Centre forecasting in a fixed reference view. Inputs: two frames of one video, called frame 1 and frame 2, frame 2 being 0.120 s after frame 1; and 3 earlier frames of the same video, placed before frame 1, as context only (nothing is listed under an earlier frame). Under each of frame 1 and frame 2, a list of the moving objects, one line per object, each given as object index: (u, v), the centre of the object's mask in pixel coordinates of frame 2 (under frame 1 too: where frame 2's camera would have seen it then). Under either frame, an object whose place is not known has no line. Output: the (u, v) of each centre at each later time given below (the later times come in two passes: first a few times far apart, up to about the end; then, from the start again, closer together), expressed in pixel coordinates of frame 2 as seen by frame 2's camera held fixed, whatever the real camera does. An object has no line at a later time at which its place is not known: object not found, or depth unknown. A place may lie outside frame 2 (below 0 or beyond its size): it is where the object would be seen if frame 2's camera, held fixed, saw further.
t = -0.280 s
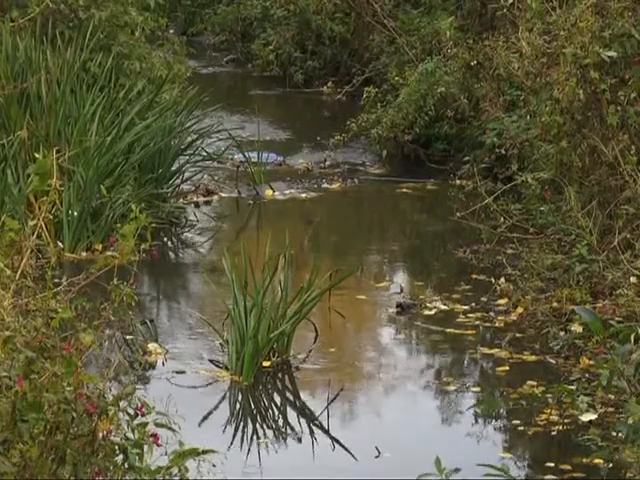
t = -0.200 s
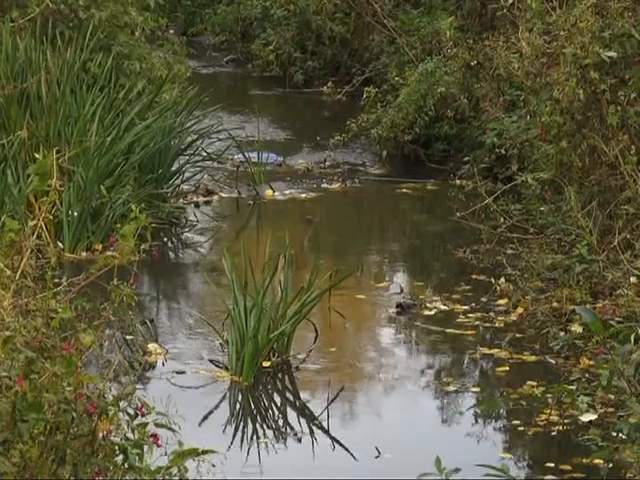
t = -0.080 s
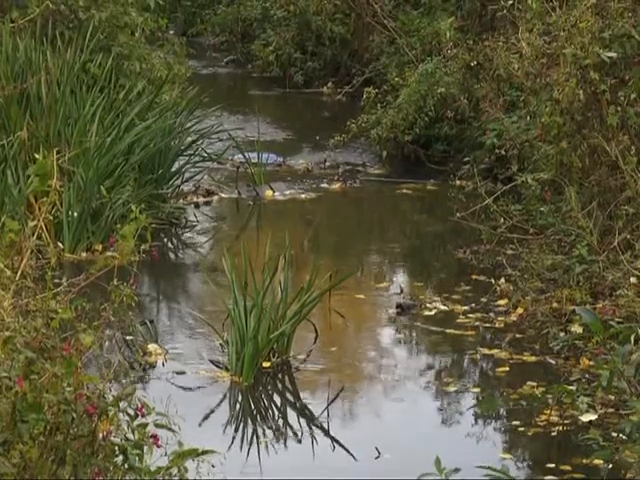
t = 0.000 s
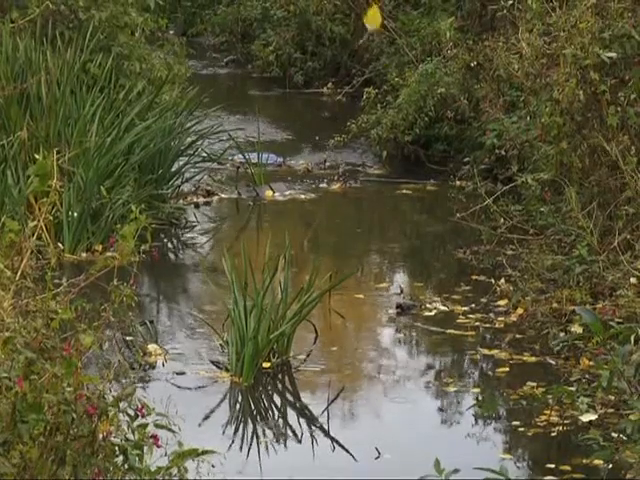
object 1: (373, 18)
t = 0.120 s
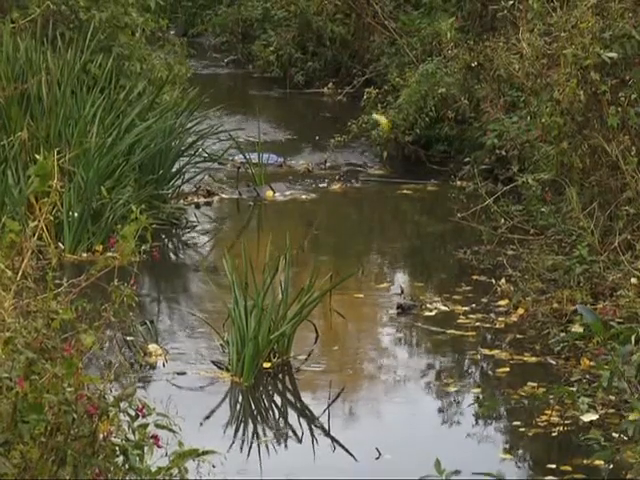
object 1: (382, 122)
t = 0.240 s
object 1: (389, 217)
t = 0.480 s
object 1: (427, 381)
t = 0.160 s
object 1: (382, 146)
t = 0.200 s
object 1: (384, 182)
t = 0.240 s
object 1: (389, 217)
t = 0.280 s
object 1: (403, 248)
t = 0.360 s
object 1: (420, 299)
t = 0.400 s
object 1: (422, 335)
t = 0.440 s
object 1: (423, 360)
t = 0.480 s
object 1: (427, 381)
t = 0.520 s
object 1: (427, 407)
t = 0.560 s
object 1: (433, 440)
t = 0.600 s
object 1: (436, 469)
